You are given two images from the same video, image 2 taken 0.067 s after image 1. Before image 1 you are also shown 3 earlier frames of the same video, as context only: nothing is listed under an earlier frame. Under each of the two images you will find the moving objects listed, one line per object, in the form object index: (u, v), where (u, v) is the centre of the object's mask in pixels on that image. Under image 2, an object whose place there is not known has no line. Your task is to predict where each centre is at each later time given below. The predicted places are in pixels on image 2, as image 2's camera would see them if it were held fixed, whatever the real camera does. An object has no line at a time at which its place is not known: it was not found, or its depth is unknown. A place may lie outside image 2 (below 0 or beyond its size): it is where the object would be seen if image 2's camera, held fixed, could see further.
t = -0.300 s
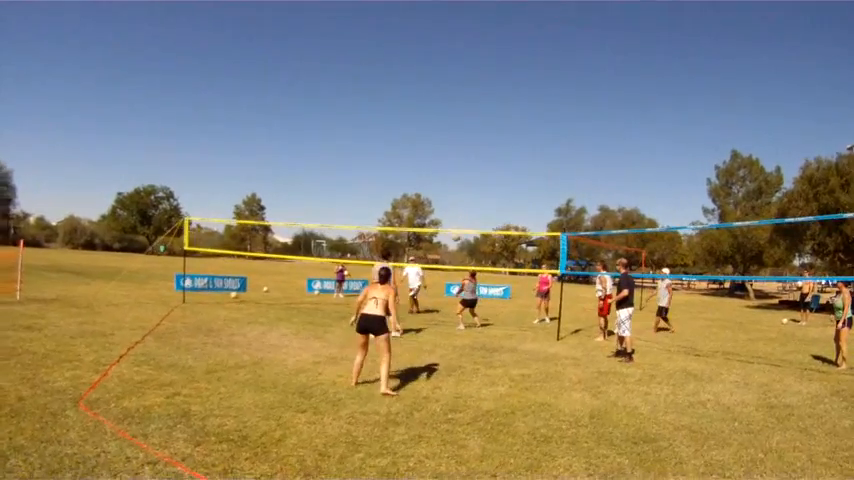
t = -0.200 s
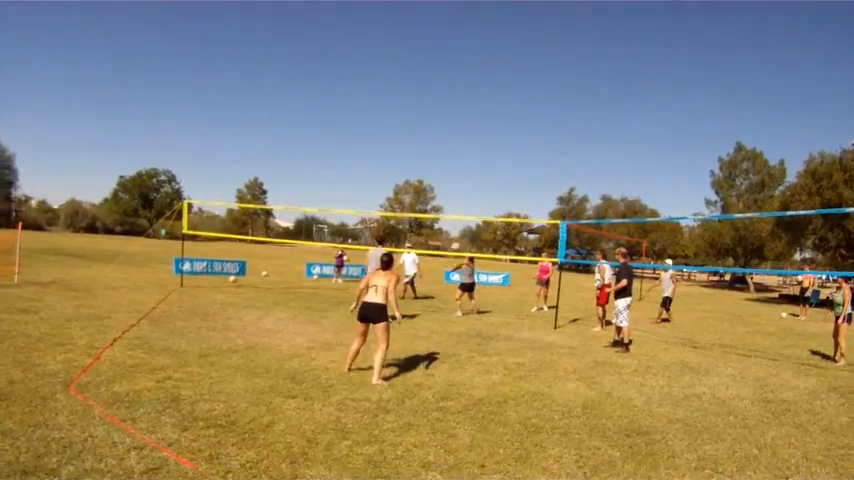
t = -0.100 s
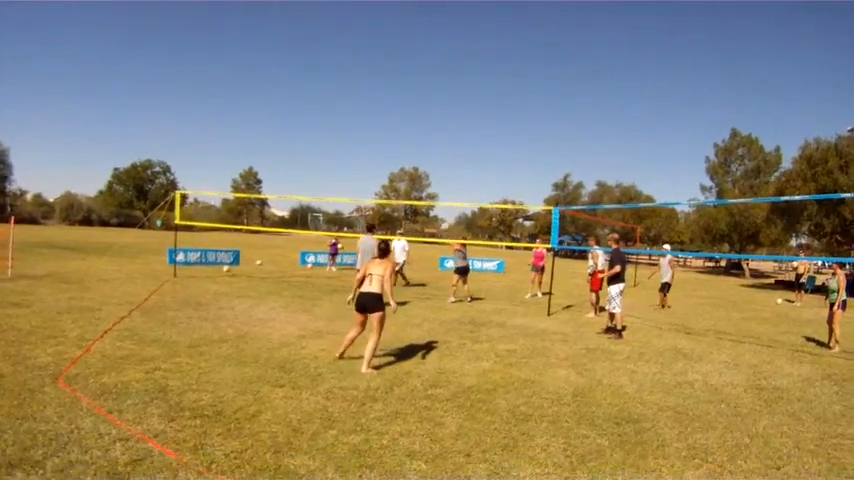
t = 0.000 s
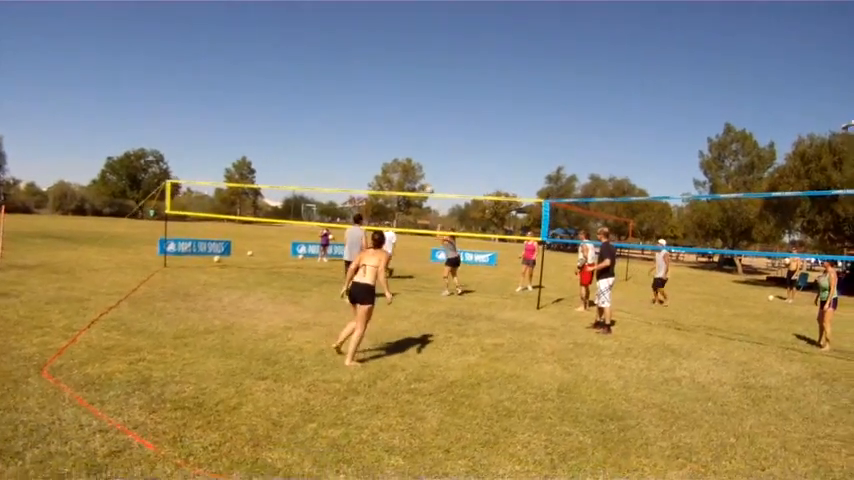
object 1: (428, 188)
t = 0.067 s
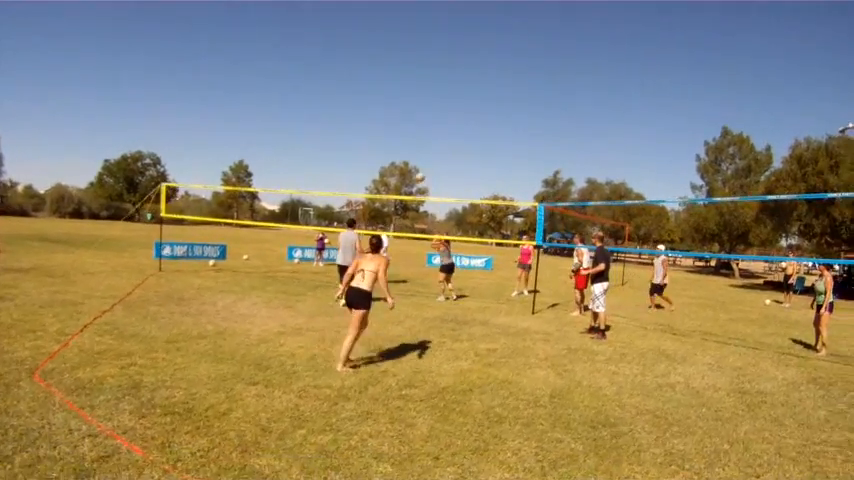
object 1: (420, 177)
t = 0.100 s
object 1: (416, 169)
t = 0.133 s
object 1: (413, 160)
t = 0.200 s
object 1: (409, 148)
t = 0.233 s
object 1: (407, 143)
